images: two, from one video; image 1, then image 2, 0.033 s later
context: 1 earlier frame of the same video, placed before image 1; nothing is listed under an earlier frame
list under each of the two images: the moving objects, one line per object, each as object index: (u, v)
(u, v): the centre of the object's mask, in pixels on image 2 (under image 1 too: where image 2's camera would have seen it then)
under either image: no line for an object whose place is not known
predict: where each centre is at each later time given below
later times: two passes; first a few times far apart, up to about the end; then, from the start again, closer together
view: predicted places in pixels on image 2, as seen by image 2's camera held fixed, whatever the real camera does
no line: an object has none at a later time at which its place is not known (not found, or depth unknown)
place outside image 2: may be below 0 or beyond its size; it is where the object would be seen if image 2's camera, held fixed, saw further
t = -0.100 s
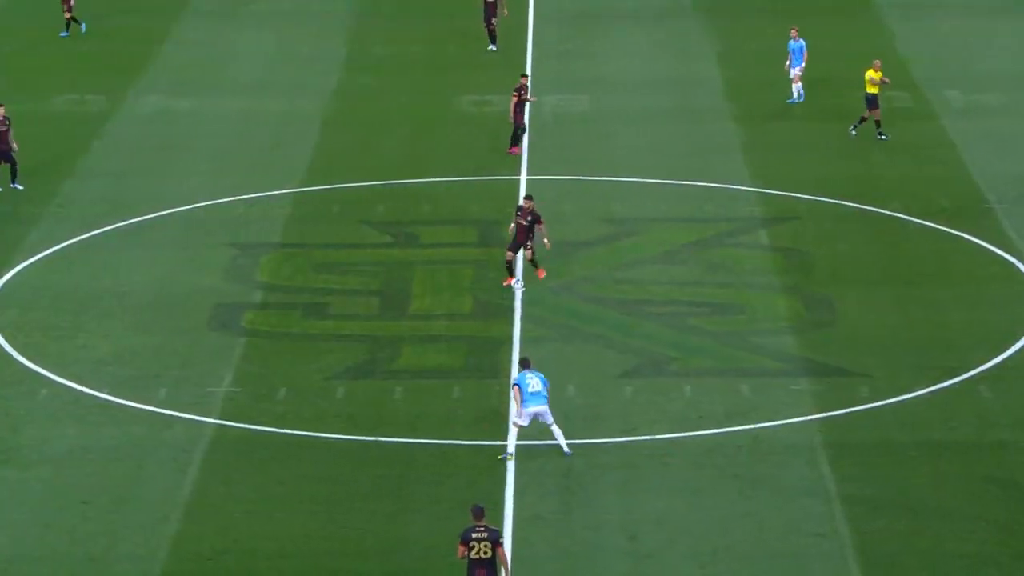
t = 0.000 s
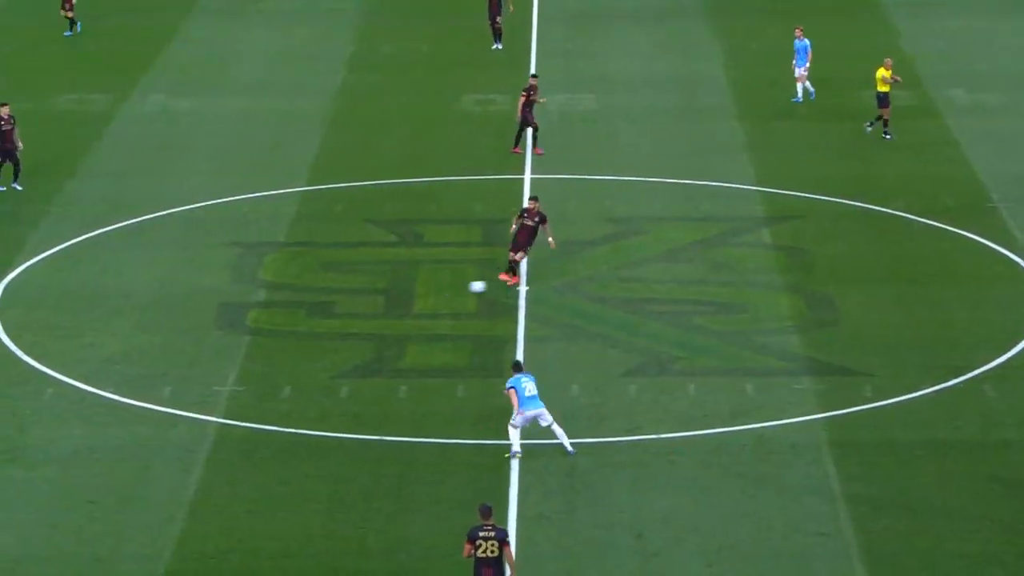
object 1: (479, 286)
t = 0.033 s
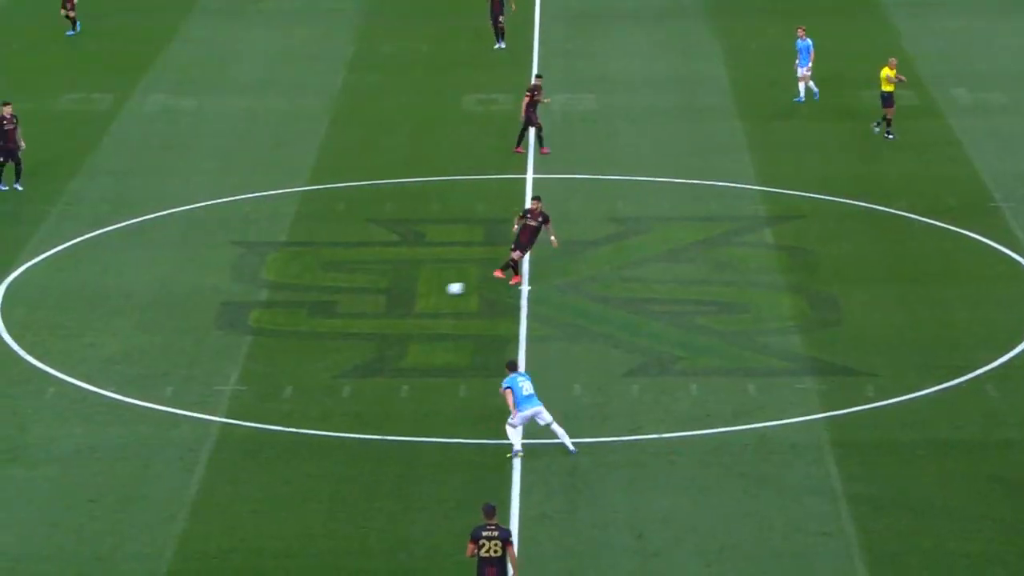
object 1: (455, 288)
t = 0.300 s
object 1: (267, 317)
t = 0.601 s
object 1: (66, 344)
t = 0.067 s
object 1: (432, 291)
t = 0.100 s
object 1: (408, 295)
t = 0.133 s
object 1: (385, 300)
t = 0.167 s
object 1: (360, 305)
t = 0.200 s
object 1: (336, 307)
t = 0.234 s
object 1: (314, 310)
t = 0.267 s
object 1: (291, 313)
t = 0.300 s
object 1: (267, 317)
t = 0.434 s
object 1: (176, 328)
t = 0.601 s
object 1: (66, 344)
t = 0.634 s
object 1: (45, 346)
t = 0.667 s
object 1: (24, 349)
